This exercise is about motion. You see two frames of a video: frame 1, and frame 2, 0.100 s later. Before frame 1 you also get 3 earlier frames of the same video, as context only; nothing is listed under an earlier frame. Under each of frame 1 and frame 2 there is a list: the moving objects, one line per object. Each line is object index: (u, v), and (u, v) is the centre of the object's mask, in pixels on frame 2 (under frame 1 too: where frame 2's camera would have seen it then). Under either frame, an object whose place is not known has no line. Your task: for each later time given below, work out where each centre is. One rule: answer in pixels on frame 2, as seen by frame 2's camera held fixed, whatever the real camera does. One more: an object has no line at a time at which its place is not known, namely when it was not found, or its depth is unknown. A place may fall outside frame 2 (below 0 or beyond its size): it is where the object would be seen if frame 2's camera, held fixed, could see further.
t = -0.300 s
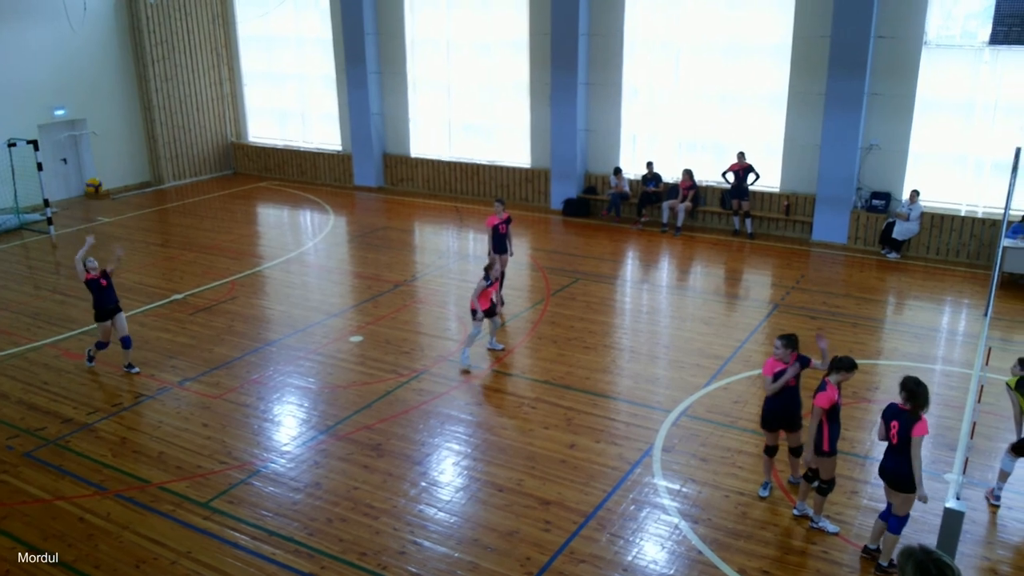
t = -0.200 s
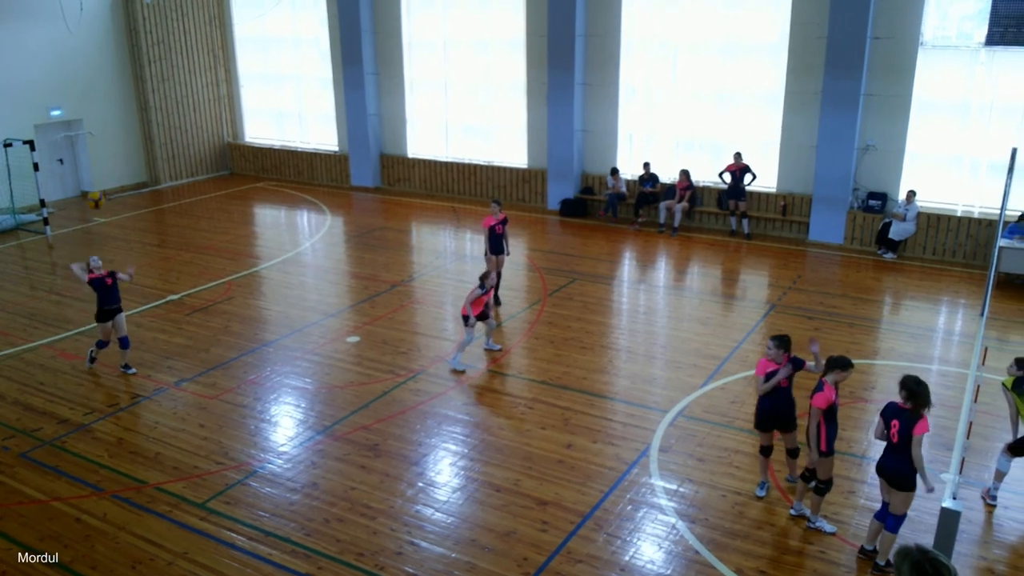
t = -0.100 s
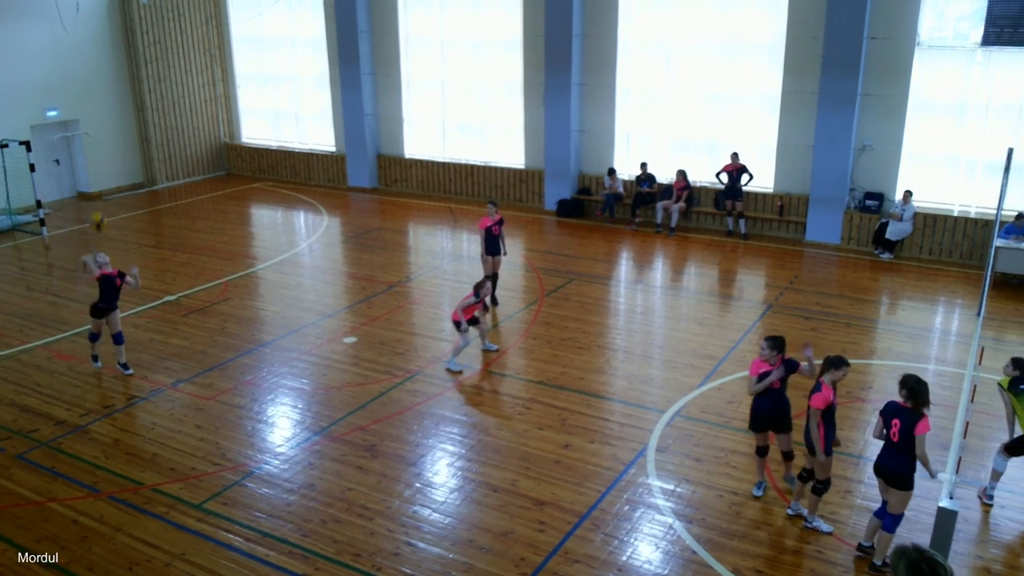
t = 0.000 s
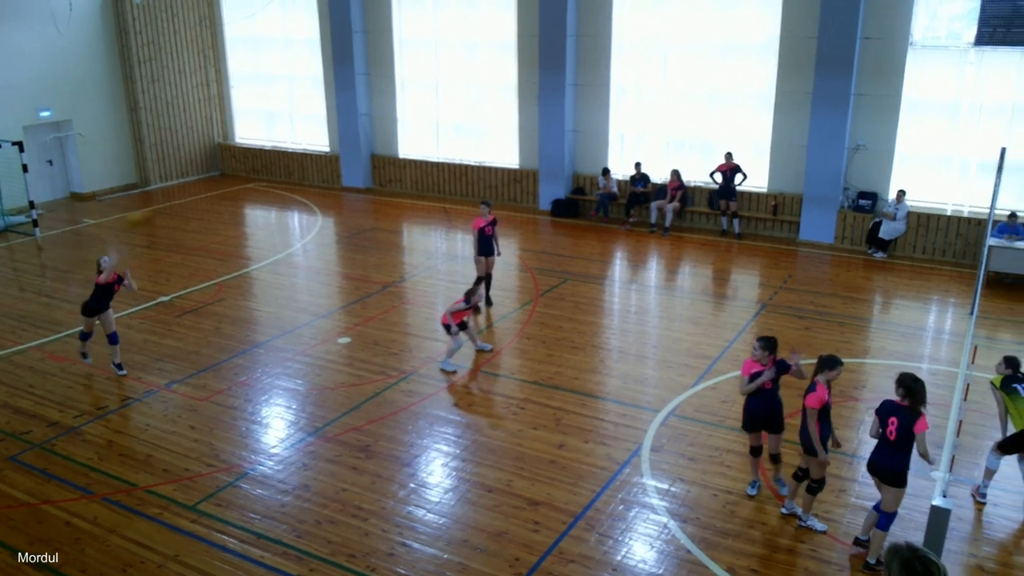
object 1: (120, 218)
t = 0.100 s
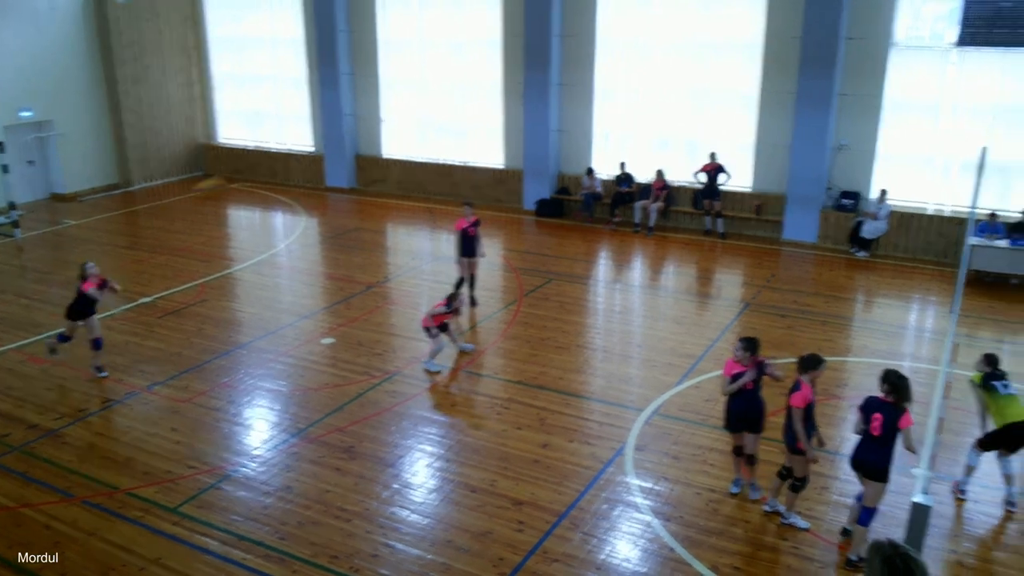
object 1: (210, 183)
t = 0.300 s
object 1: (416, 142)
